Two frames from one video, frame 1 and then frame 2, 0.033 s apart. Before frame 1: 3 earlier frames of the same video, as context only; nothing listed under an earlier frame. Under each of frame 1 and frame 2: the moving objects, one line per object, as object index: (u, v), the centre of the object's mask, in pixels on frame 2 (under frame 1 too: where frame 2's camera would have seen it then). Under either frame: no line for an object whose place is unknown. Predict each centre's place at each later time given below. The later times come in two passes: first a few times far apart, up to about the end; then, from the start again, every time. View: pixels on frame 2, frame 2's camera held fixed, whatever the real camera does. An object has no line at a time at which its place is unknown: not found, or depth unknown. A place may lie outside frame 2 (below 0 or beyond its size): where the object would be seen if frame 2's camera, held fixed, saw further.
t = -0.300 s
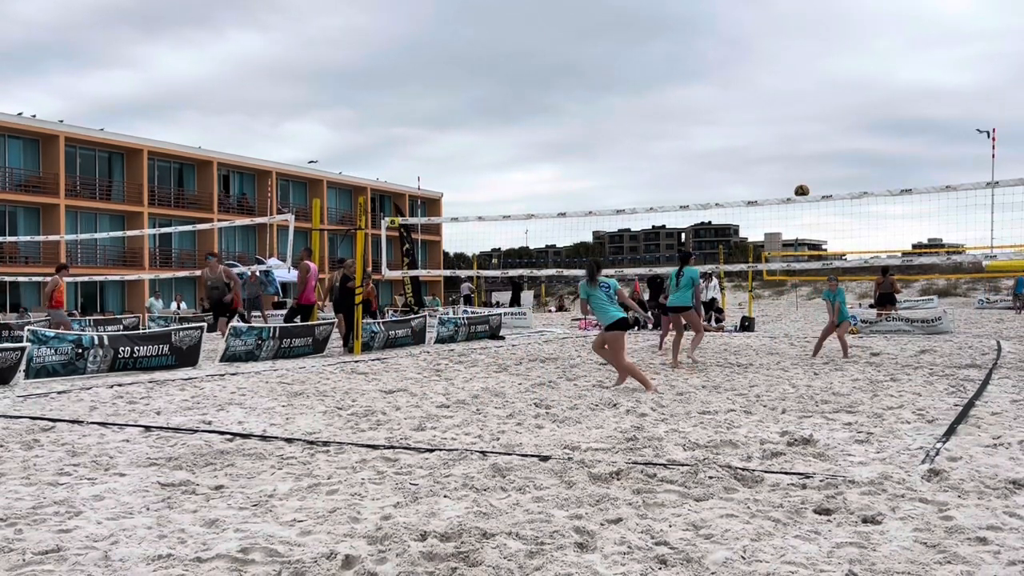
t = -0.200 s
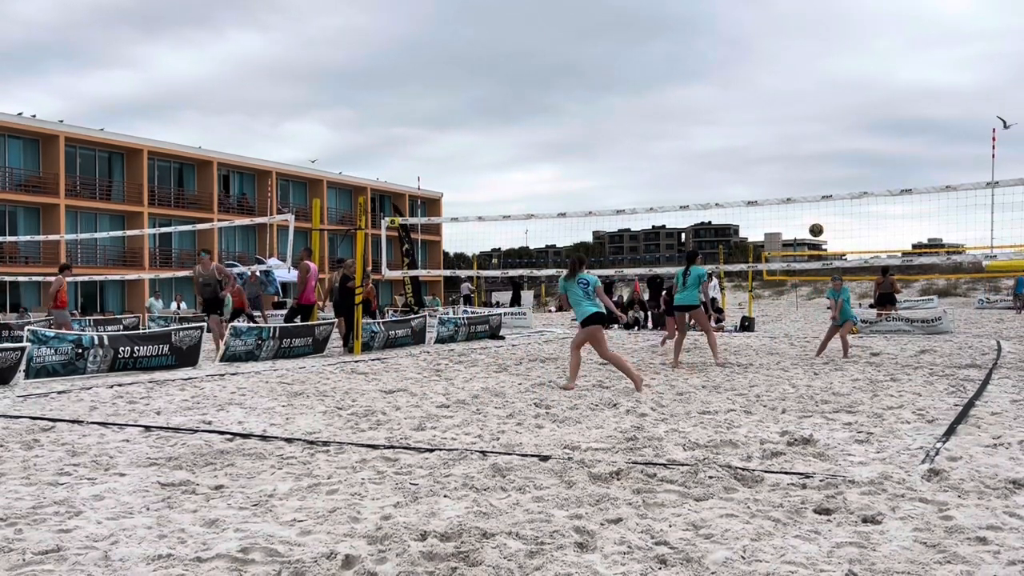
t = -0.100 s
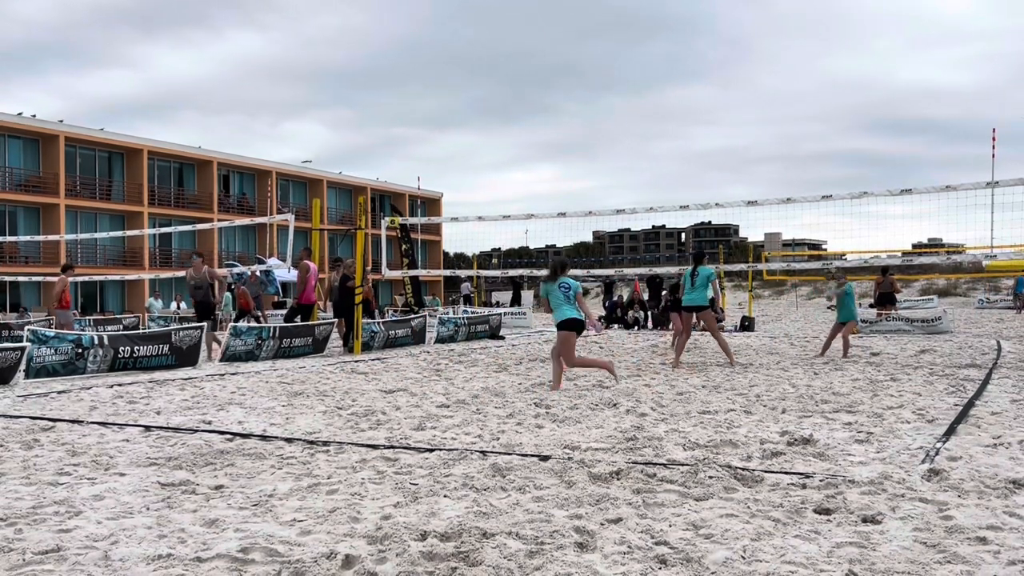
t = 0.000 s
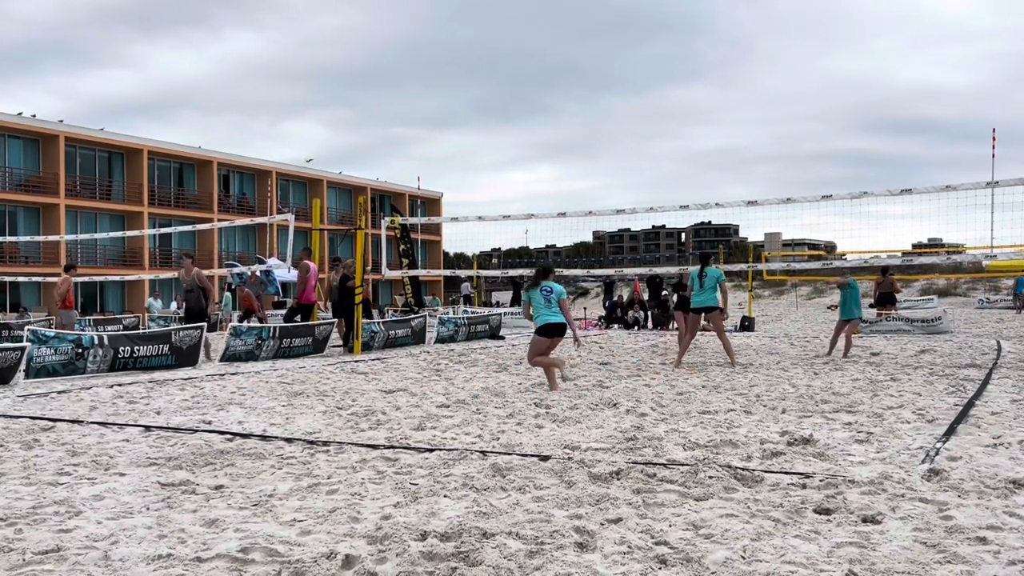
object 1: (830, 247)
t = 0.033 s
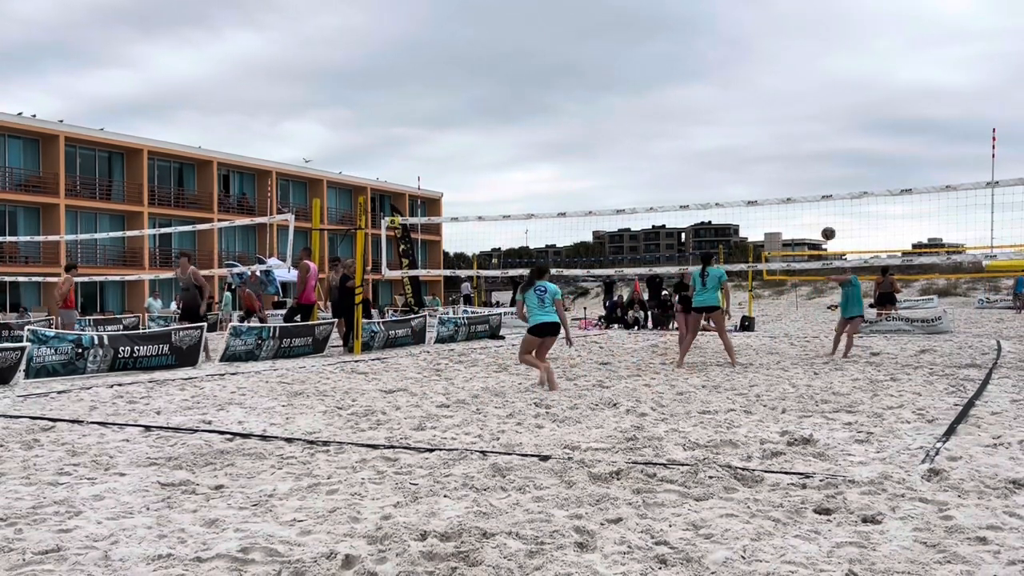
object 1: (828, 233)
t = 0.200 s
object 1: (822, 175)
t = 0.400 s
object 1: (816, 129)
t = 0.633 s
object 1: (811, 108)
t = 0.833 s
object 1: (807, 116)
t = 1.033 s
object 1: (805, 148)
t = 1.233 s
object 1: (803, 206)
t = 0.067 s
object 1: (827, 220)
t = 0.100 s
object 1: (825, 208)
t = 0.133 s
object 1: (823, 194)
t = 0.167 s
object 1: (823, 185)
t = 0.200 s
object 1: (822, 175)
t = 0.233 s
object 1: (821, 166)
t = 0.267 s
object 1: (820, 157)
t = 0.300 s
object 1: (819, 149)
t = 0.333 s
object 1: (818, 142)
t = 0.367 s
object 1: (817, 135)
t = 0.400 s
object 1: (816, 129)
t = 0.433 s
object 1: (816, 124)
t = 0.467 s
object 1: (815, 120)
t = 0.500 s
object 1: (814, 116)
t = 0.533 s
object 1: (814, 113)
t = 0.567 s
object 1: (813, 111)
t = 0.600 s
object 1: (812, 109)
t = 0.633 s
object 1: (811, 108)
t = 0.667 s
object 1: (811, 108)
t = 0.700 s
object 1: (810, 108)
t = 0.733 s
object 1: (809, 109)
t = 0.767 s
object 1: (809, 111)
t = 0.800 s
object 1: (808, 113)
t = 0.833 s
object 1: (807, 116)
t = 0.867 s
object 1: (807, 120)
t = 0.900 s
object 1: (806, 124)
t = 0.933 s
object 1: (806, 129)
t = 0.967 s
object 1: (806, 135)
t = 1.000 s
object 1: (805, 141)
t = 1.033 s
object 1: (805, 148)
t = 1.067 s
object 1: (805, 155)
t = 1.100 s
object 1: (804, 163)
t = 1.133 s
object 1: (804, 172)
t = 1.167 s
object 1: (804, 182)
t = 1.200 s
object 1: (803, 191)
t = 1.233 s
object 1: (803, 206)
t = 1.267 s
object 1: (803, 214)
